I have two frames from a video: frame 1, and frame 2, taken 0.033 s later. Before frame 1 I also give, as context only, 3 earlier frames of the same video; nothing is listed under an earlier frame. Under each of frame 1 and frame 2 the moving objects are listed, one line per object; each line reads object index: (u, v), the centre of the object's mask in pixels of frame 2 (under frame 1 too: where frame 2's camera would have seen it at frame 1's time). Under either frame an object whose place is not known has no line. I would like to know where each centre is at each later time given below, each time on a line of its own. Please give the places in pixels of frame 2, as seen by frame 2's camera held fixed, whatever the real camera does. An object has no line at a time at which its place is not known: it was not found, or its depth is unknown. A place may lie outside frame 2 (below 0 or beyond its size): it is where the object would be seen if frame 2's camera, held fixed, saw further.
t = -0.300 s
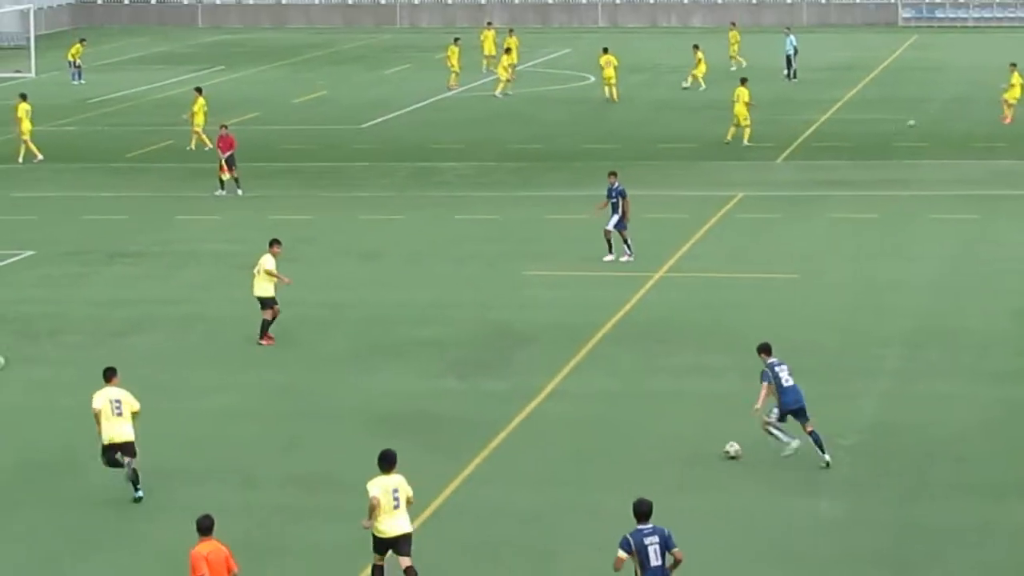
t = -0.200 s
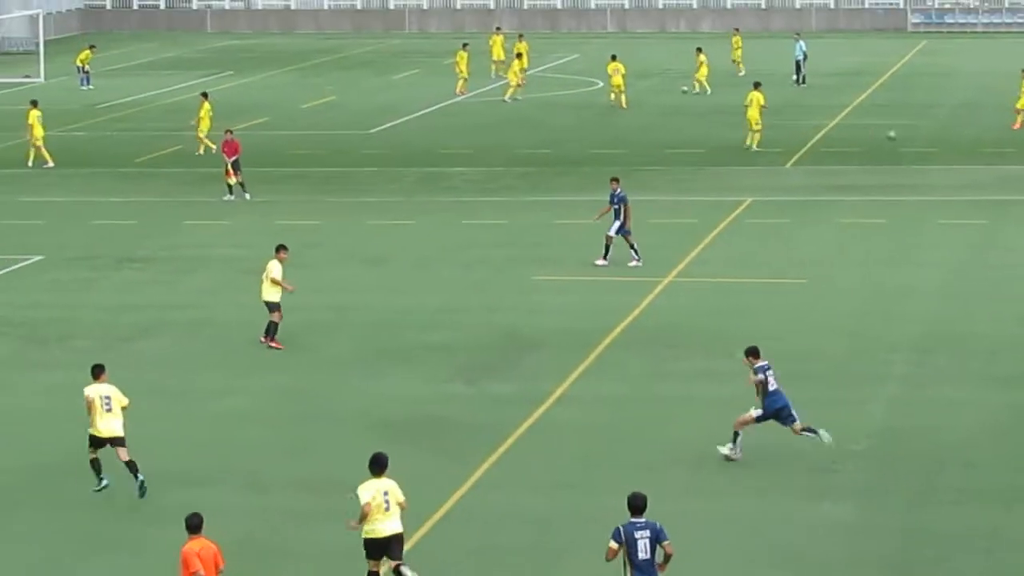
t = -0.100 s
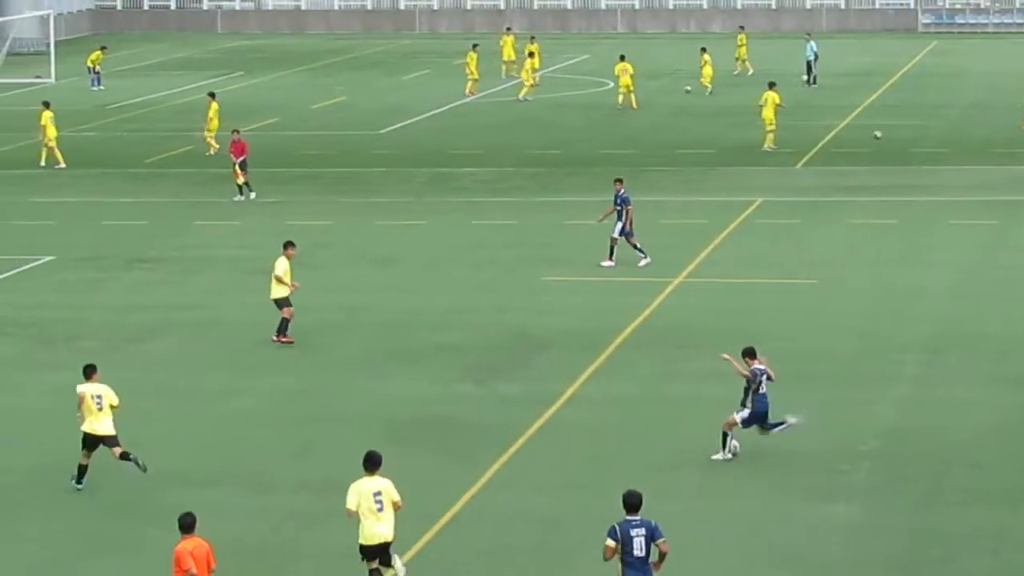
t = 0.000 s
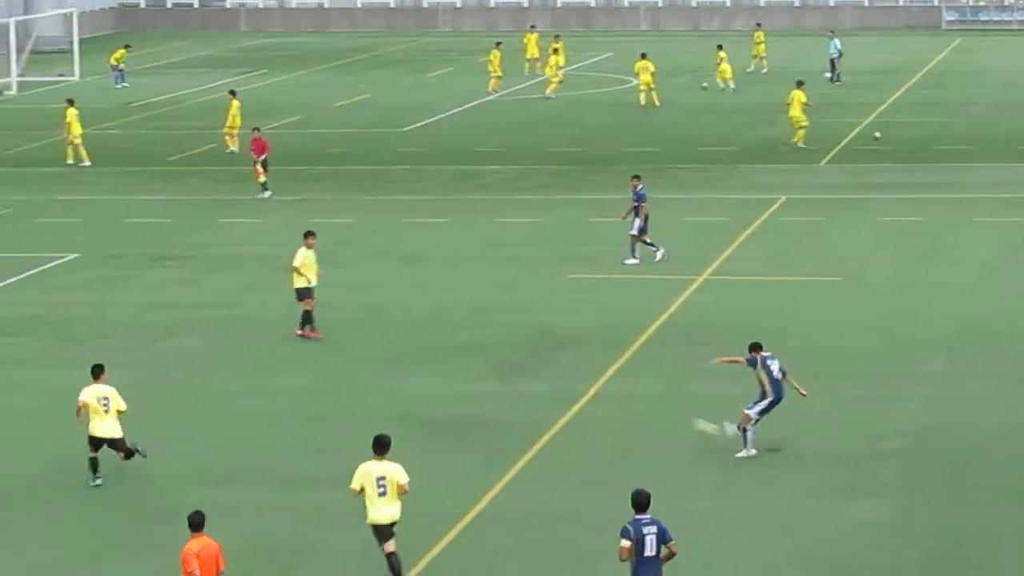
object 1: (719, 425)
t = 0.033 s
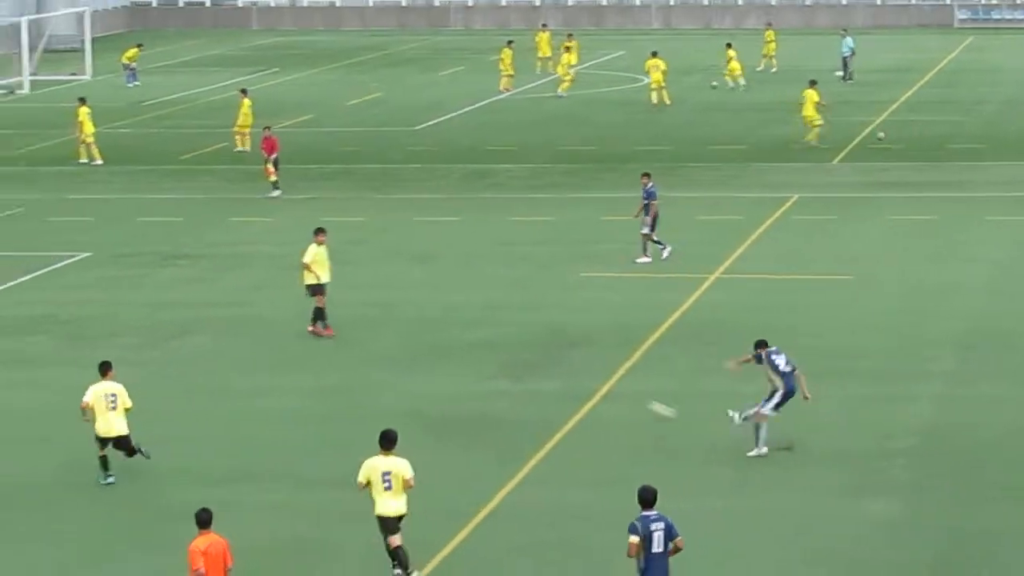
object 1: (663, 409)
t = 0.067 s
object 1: (605, 395)
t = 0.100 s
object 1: (549, 381)
